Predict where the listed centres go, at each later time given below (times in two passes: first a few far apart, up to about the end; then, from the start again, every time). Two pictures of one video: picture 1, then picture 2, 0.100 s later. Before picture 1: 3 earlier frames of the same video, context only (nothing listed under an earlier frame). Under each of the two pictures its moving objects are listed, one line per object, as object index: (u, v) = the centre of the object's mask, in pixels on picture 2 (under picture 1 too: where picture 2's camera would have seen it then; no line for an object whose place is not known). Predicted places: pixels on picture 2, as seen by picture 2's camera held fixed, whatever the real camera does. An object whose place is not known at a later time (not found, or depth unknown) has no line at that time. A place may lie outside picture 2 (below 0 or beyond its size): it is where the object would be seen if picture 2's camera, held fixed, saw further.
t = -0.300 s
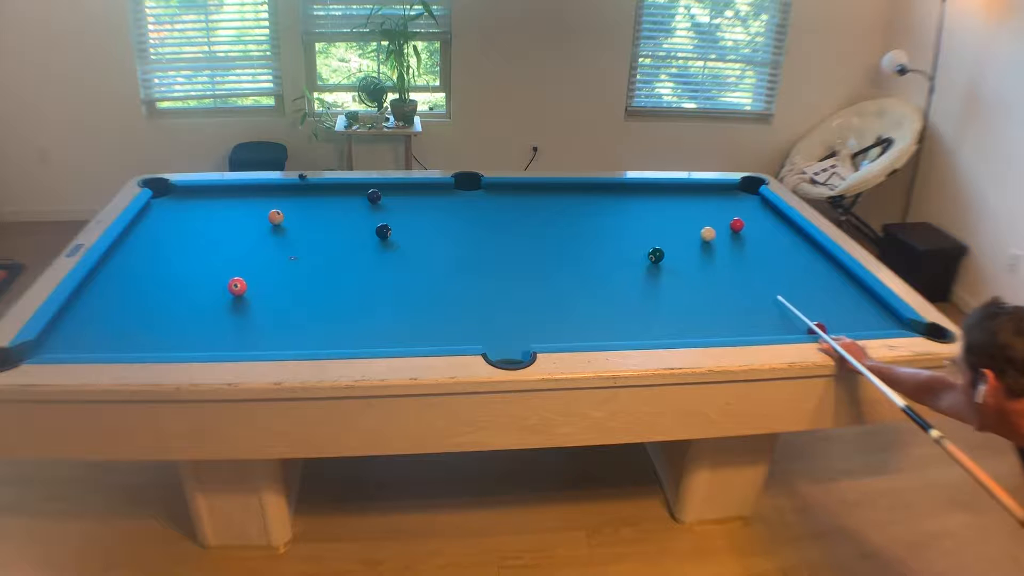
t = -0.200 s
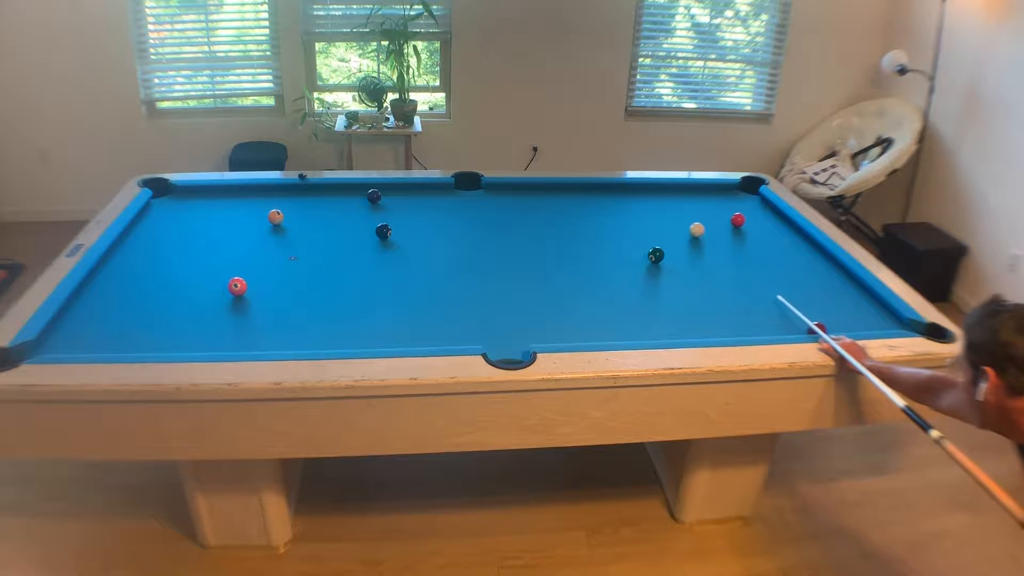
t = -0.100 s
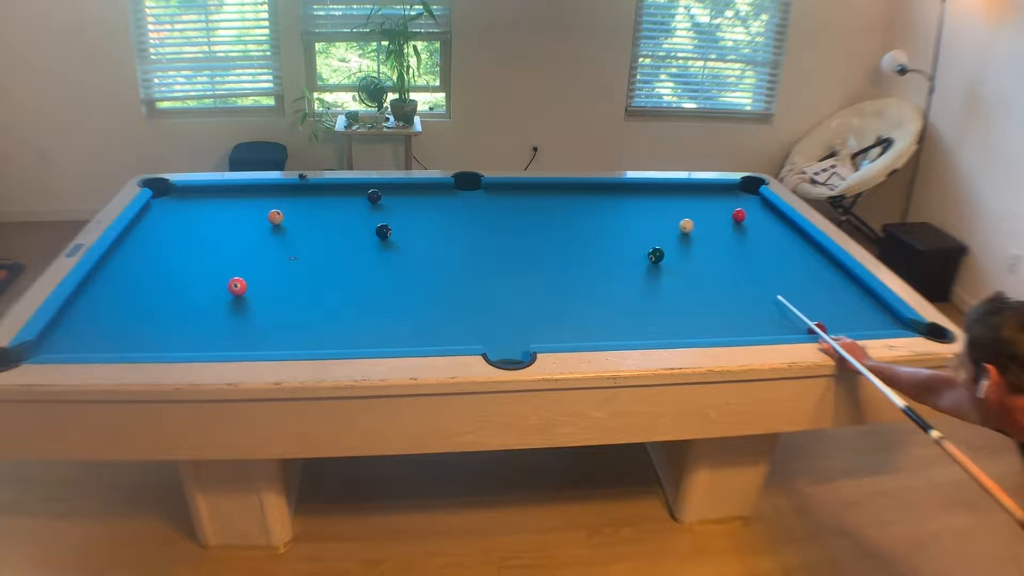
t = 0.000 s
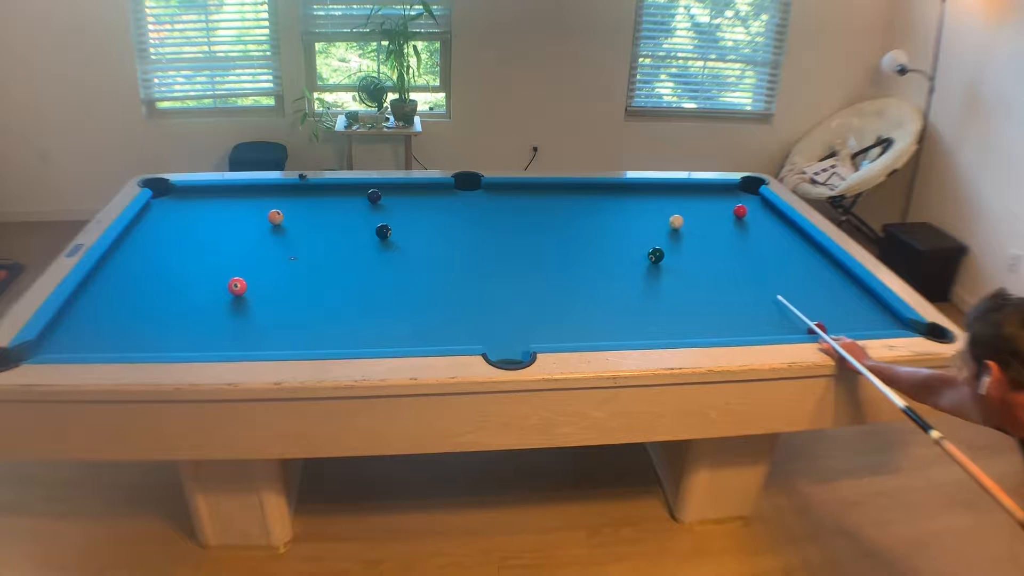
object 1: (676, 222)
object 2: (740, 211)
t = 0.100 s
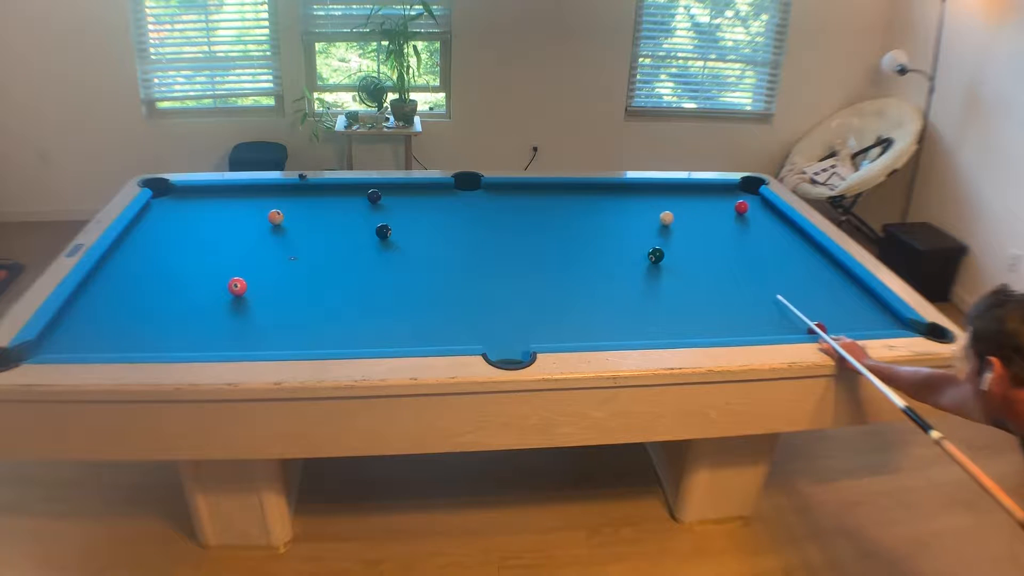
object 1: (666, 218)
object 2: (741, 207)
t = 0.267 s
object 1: (651, 212)
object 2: (743, 201)
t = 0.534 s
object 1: (627, 204)
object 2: (745, 192)
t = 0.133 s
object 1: (663, 217)
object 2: (742, 205)
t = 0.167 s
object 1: (660, 216)
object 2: (742, 204)
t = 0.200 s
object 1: (657, 215)
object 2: (742, 203)
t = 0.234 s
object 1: (654, 214)
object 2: (743, 202)
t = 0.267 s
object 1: (651, 212)
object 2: (743, 201)
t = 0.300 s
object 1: (648, 211)
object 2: (743, 199)
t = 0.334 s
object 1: (645, 210)
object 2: (743, 198)
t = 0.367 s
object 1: (642, 209)
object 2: (744, 197)
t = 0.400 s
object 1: (639, 208)
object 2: (744, 196)
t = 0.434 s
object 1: (636, 207)
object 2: (744, 195)
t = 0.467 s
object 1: (633, 206)
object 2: (745, 194)
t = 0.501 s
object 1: (630, 205)
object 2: (745, 193)
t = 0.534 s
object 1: (627, 204)
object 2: (745, 192)
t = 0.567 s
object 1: (625, 203)
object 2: (746, 190)
